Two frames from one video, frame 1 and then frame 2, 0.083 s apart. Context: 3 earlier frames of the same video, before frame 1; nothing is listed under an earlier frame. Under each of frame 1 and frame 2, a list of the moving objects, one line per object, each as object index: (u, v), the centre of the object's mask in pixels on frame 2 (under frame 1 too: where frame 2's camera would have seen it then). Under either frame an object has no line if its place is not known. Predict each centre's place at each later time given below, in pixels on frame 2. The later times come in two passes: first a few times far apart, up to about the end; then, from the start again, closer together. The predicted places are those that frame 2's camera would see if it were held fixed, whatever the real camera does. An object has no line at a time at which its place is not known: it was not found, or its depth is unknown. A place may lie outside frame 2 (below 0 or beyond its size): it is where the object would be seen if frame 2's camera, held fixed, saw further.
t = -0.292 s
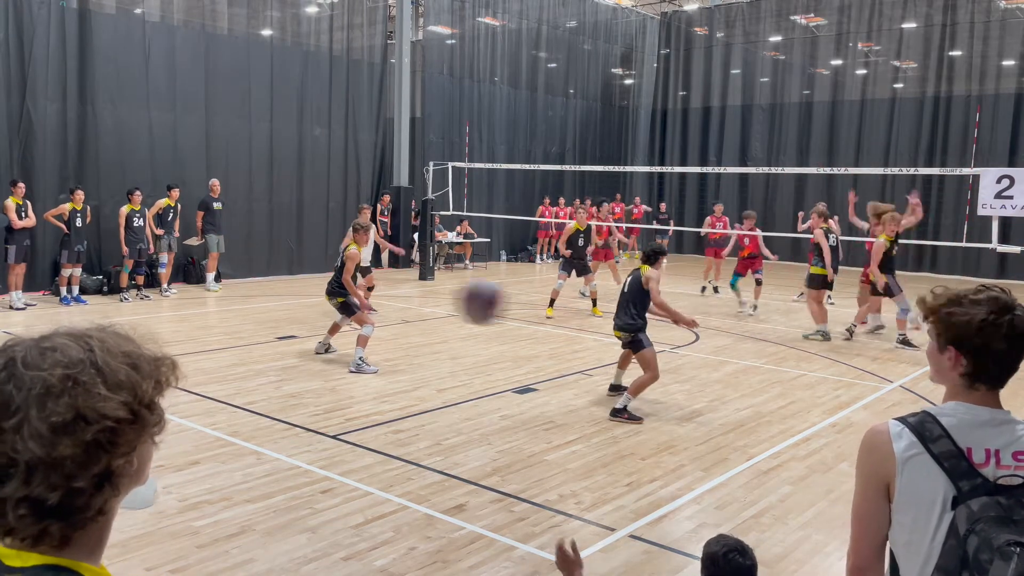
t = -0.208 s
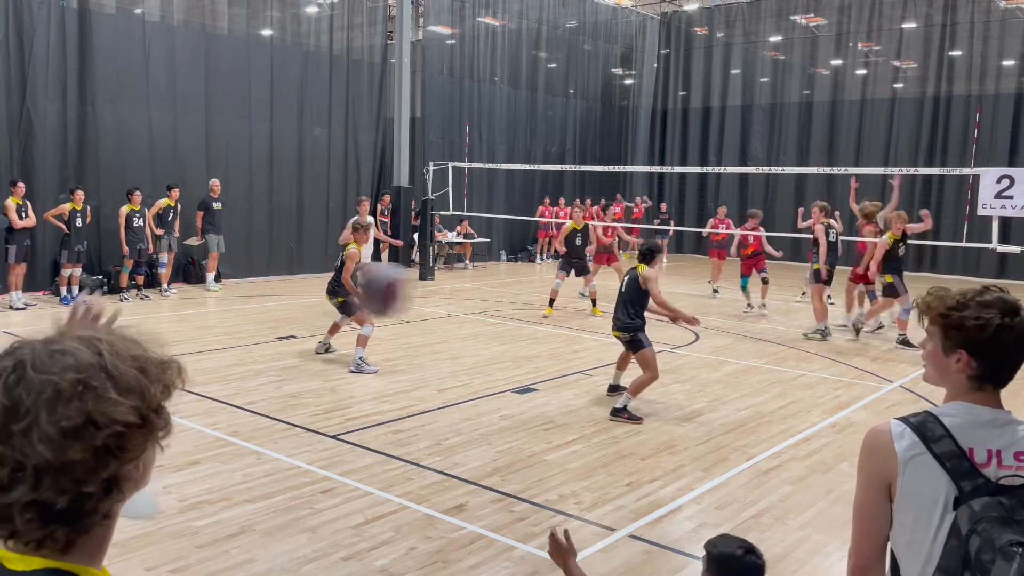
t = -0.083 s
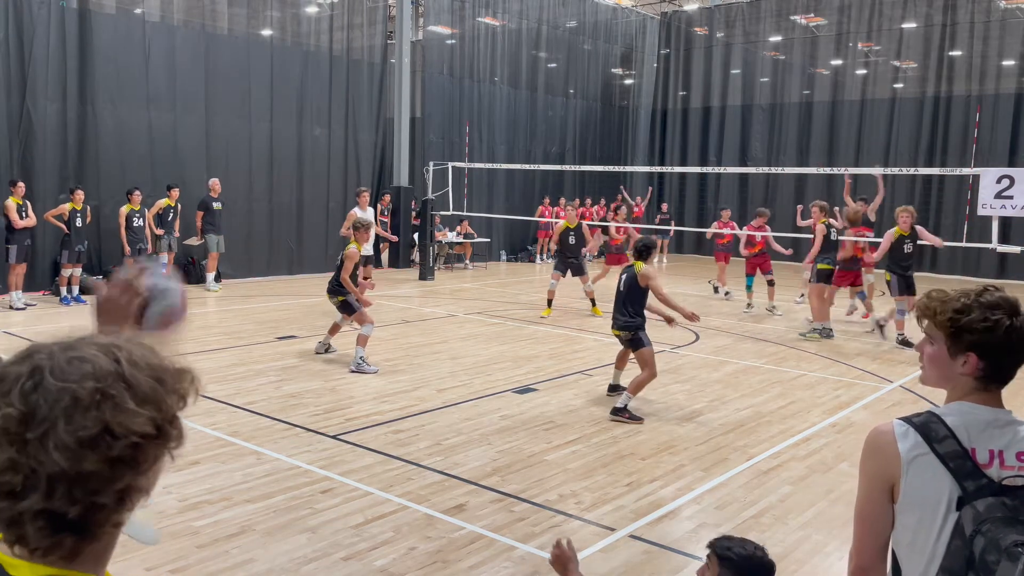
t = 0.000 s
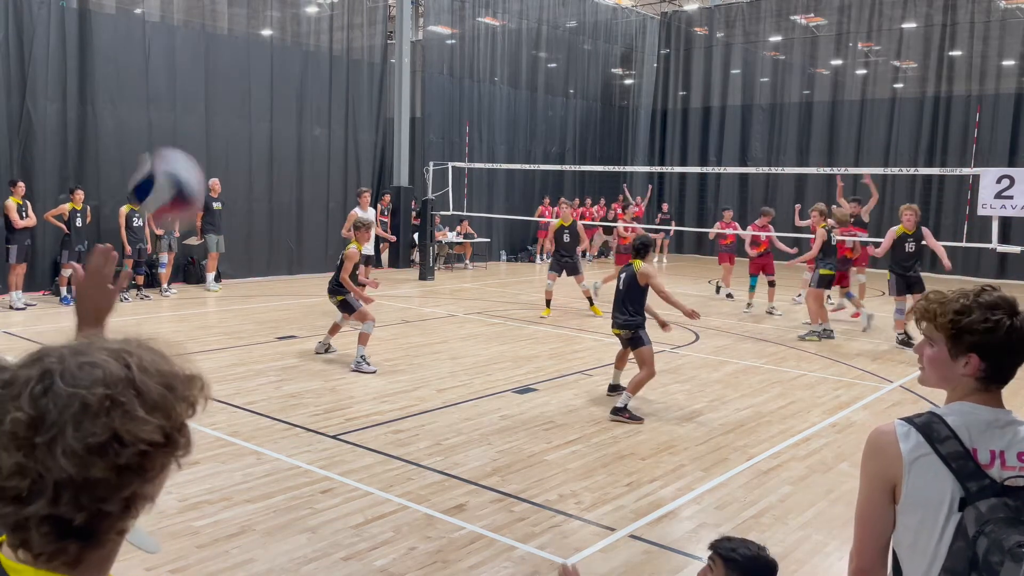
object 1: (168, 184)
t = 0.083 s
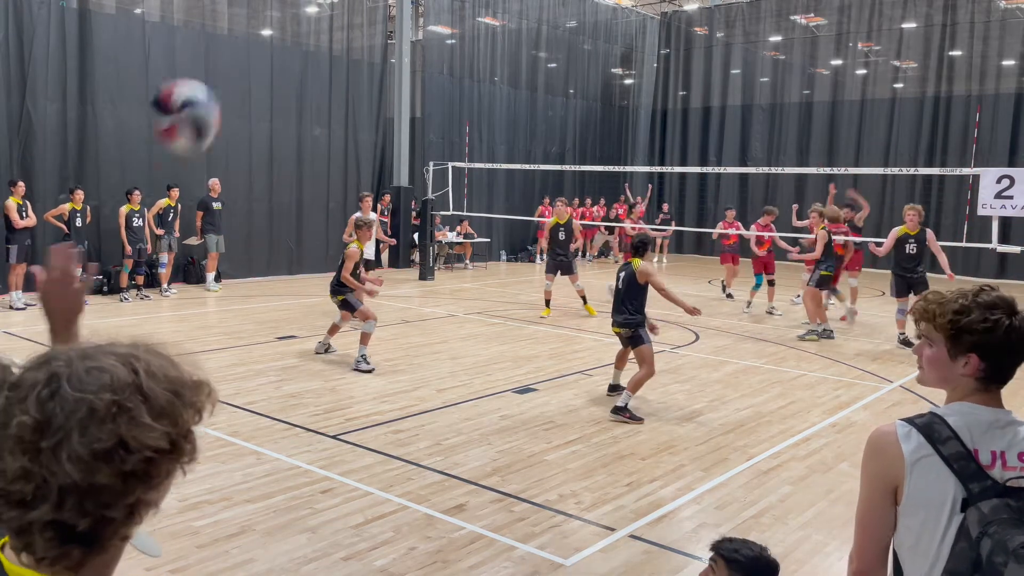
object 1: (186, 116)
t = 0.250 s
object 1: (214, 55)
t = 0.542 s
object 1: (251, 122)
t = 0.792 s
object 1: (271, 267)
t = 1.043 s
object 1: (280, 462)
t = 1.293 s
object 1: (264, 310)
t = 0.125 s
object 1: (194, 90)
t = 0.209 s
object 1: (208, 61)
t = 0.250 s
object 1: (214, 55)
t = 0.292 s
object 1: (221, 52)
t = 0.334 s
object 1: (227, 55)
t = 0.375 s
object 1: (233, 62)
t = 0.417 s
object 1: (238, 73)
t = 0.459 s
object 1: (243, 86)
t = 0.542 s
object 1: (251, 122)
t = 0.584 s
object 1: (255, 142)
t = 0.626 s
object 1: (259, 165)
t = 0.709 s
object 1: (265, 216)
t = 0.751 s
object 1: (268, 244)
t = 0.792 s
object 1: (271, 267)
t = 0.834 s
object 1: (272, 299)
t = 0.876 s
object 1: (273, 329)
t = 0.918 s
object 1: (275, 361)
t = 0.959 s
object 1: (278, 392)
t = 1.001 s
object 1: (279, 425)
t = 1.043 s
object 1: (280, 462)
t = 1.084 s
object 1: (277, 437)
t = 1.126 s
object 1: (275, 405)
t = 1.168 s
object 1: (272, 379)
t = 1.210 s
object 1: (270, 352)
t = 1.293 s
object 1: (264, 310)
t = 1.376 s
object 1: (258, 276)
